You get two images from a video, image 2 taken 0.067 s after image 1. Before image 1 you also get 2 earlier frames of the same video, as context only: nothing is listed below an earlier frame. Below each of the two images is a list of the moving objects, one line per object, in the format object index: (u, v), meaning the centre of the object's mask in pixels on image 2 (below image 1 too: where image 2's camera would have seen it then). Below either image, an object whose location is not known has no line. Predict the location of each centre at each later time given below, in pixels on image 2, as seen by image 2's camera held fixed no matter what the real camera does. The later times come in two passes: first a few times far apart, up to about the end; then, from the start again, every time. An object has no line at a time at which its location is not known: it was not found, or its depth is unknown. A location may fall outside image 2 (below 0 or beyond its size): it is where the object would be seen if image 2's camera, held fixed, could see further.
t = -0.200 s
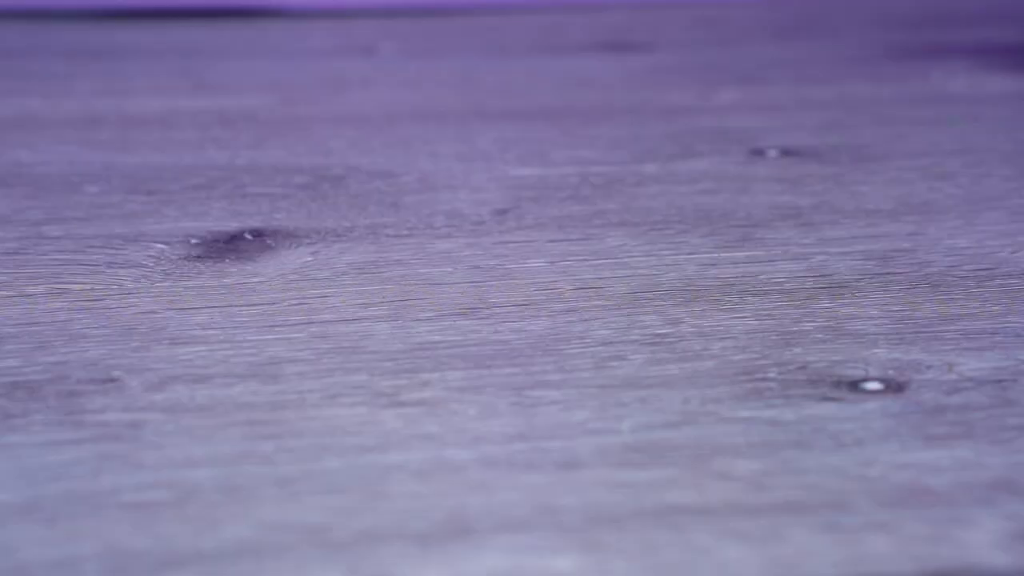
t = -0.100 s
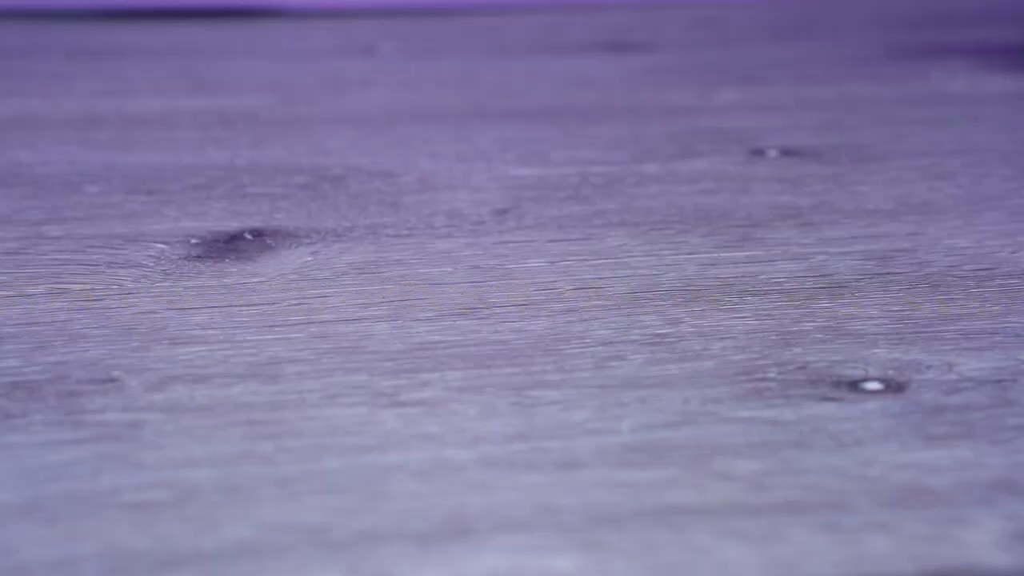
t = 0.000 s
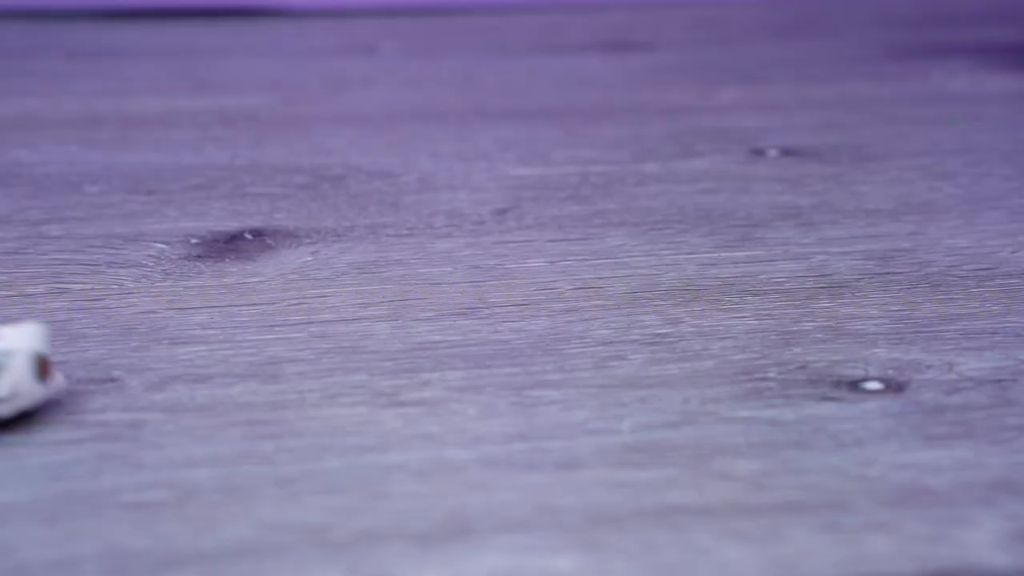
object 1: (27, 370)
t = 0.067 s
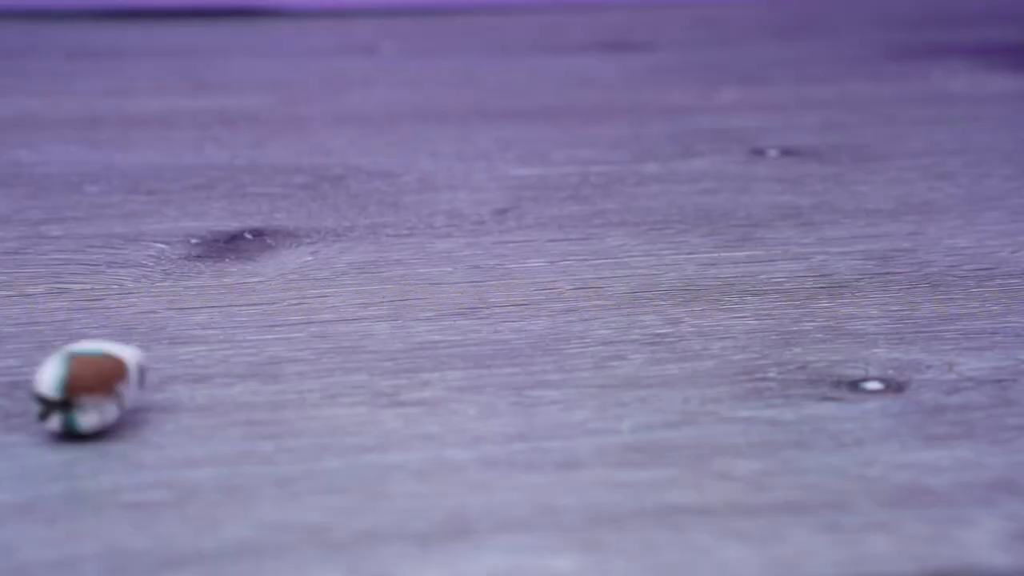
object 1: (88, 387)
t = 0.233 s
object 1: (266, 398)
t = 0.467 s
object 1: (445, 401)
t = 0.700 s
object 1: (539, 395)
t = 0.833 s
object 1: (503, 402)
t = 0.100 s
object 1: (122, 387)
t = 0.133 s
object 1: (162, 388)
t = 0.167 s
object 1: (202, 393)
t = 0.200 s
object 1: (238, 399)
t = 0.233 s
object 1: (266, 398)
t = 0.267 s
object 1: (297, 397)
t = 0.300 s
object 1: (330, 400)
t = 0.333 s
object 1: (359, 401)
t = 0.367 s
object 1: (389, 400)
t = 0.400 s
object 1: (407, 404)
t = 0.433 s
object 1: (427, 402)
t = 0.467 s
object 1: (445, 401)
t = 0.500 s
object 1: (460, 399)
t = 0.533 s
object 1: (475, 400)
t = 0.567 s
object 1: (491, 403)
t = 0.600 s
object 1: (513, 400)
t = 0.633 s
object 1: (529, 398)
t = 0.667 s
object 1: (538, 396)
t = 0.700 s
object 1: (539, 395)
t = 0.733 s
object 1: (534, 393)
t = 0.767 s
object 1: (526, 394)
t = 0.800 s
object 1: (517, 402)
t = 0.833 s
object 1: (503, 402)
